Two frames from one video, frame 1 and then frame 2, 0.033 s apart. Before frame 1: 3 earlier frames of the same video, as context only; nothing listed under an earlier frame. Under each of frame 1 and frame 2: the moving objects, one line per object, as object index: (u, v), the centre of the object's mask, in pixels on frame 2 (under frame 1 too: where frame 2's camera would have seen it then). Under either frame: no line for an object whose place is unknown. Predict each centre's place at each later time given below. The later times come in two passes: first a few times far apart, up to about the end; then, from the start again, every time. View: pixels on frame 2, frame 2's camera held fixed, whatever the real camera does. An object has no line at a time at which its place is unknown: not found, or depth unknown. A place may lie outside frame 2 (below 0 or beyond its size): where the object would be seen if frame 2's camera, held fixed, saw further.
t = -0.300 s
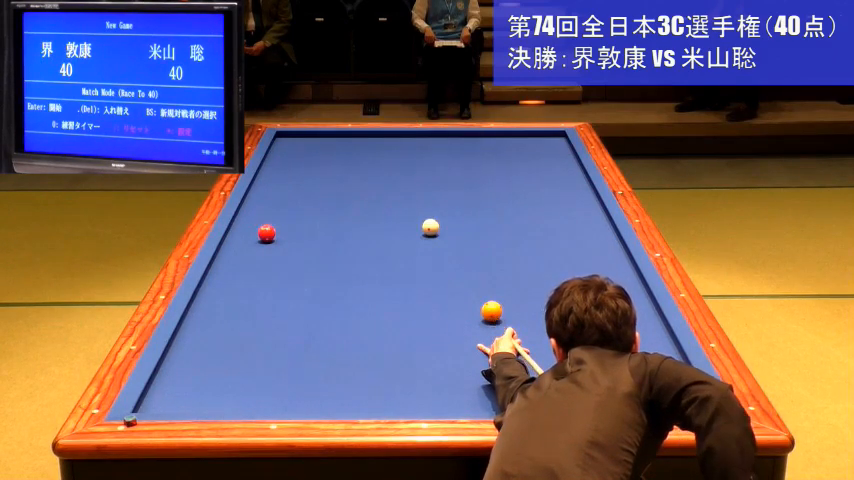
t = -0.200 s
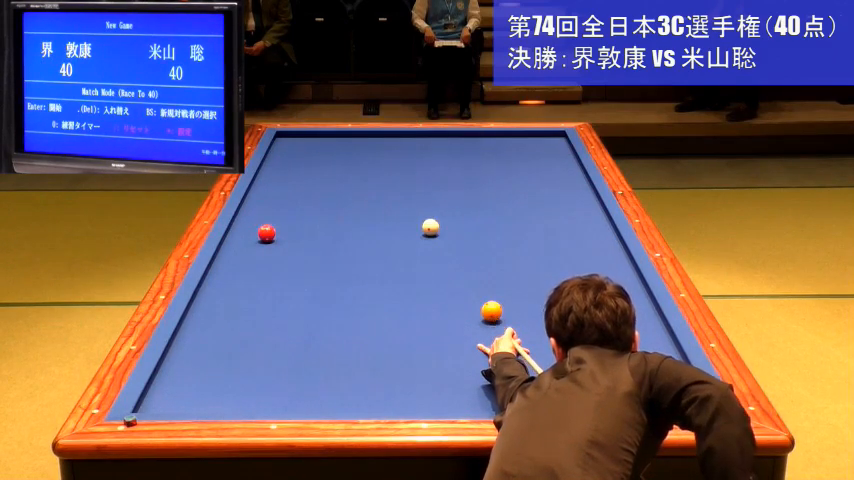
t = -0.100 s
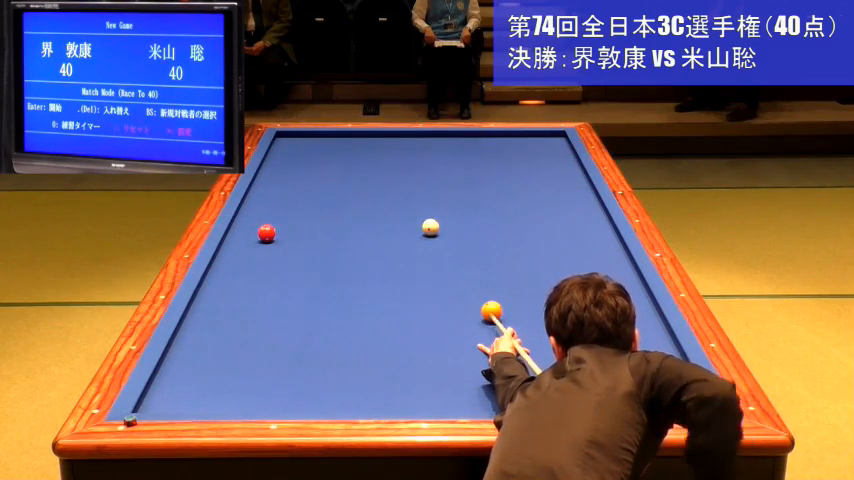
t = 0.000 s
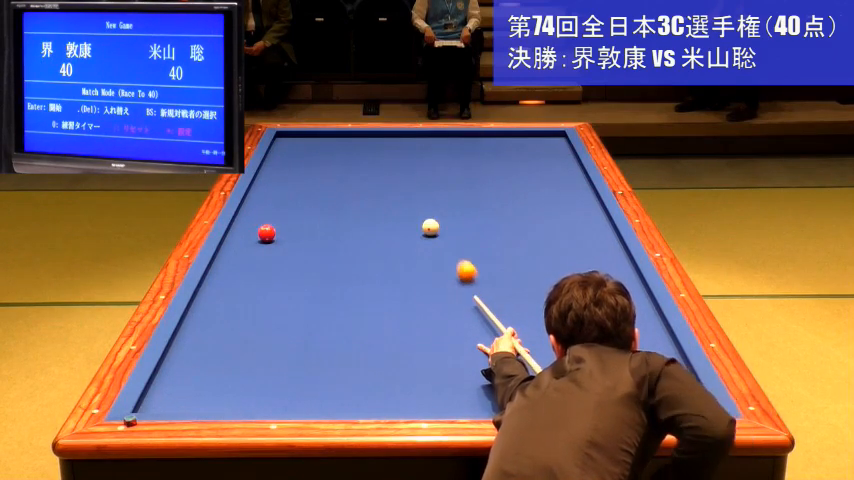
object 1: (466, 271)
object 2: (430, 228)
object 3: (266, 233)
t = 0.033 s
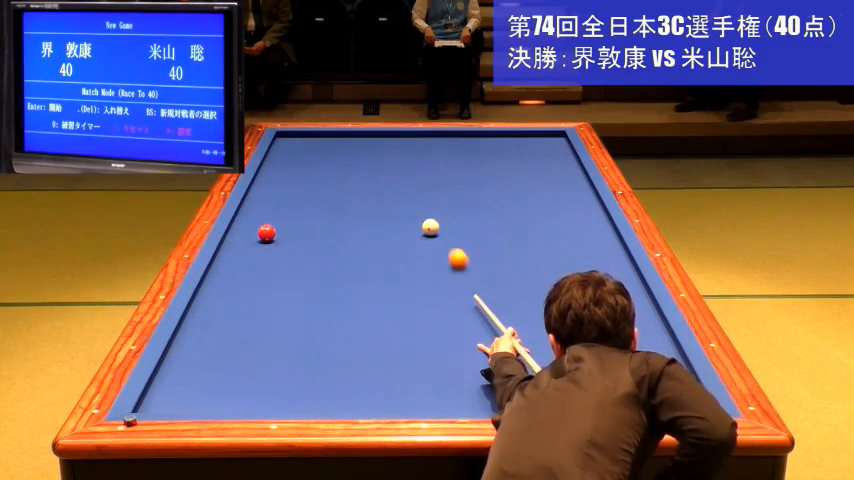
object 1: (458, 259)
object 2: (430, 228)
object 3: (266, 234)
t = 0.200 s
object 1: (461, 226)
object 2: (395, 210)
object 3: (266, 234)
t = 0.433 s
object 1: (503, 207)
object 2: (317, 172)
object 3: (266, 234)
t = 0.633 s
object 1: (528, 192)
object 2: (277, 148)
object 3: (266, 234)
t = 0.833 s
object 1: (551, 178)
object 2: (321, 134)
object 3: (266, 234)
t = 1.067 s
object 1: (574, 163)
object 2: (357, 145)
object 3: (266, 233)
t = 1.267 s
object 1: (553, 149)
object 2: (388, 154)
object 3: (266, 233)
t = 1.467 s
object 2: (419, 164)
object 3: (266, 234)
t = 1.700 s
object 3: (266, 233)
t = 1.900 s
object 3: (266, 233)
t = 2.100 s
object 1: (466, 153)
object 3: (266, 233)
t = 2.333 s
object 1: (438, 161)
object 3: (266, 233)
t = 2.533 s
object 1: (412, 168)
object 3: (266, 233)
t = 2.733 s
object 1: (387, 175)
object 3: (266, 233)
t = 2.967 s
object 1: (355, 183)
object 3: (266, 233)
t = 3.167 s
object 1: (327, 191)
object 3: (266, 233)
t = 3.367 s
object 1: (298, 199)
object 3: (266, 233)
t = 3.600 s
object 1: (263, 208)
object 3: (266, 233)
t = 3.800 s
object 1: (246, 217)
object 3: (266, 233)
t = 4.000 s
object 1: (256, 226)
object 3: (267, 234)
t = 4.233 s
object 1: (258, 231)
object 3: (277, 242)
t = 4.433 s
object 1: (259, 234)
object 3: (287, 249)
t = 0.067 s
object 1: (450, 247)
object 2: (430, 228)
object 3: (266, 234)
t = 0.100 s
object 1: (444, 237)
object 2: (429, 227)
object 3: (266, 234)
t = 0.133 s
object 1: (444, 231)
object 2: (423, 223)
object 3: (266, 233)
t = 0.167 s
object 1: (453, 228)
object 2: (408, 216)
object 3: (266, 233)
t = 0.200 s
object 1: (461, 226)
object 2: (395, 210)
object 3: (266, 234)
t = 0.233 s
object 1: (468, 223)
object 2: (382, 203)
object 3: (266, 234)
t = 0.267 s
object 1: (475, 220)
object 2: (370, 198)
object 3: (266, 234)
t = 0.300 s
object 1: (482, 218)
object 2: (358, 192)
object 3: (266, 234)
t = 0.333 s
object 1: (488, 215)
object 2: (347, 186)
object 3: (266, 234)
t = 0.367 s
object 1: (494, 212)
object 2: (336, 181)
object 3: (266, 234)
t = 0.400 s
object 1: (498, 210)
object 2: (327, 177)
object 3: (266, 234)
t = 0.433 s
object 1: (503, 207)
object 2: (317, 172)
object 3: (266, 234)
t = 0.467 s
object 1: (508, 204)
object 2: (308, 167)
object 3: (266, 234)
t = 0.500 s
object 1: (512, 202)
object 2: (299, 163)
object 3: (266, 233)
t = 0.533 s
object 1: (516, 199)
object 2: (291, 159)
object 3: (266, 233)
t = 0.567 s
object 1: (520, 197)
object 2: (283, 155)
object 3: (266, 233)
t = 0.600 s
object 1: (524, 194)
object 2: (276, 152)
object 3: (266, 234)
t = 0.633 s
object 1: (528, 192)
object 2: (277, 148)
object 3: (266, 234)
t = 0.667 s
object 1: (532, 189)
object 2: (285, 146)
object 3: (266, 234)
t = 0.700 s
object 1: (536, 187)
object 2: (294, 143)
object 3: (266, 233)
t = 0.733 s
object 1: (540, 184)
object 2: (301, 141)
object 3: (266, 234)
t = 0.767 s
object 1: (543, 182)
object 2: (308, 138)
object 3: (266, 234)
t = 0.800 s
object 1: (547, 180)
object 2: (315, 136)
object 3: (266, 234)
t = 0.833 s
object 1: (551, 178)
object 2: (321, 134)
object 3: (266, 234)
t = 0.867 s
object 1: (554, 175)
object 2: (327, 134)
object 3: (266, 234)
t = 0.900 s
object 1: (558, 173)
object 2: (332, 136)
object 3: (266, 234)
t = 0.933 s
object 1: (561, 171)
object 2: (337, 138)
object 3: (266, 233)
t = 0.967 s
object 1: (564, 169)
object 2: (342, 140)
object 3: (266, 233)
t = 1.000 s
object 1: (568, 167)
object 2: (347, 142)
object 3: (266, 233)
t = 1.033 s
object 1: (571, 165)
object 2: (352, 143)
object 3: (266, 233)
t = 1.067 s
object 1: (574, 163)
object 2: (357, 145)
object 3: (266, 233)
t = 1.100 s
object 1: (571, 161)
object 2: (362, 147)
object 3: (266, 233)
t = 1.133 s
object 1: (567, 158)
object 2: (367, 148)
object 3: (266, 233)
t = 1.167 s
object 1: (563, 156)
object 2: (372, 150)
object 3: (266, 233)
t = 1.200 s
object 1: (559, 153)
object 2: (377, 151)
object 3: (266, 233)
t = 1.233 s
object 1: (556, 151)
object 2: (382, 153)
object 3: (266, 233)
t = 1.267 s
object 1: (553, 149)
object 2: (388, 154)
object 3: (266, 233)
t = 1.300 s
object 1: (550, 147)
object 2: (393, 156)
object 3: (266, 234)
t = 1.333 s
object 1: (547, 143)
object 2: (398, 158)
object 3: (266, 233)
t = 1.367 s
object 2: (403, 159)
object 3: (266, 234)
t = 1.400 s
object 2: (408, 160)
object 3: (266, 234)
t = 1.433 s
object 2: (414, 162)
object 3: (266, 234)
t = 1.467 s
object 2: (419, 164)
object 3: (266, 234)
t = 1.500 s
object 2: (424, 165)
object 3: (266, 233)
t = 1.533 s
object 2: (430, 167)
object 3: (266, 233)
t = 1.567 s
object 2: (435, 169)
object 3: (266, 233)
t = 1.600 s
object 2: (441, 170)
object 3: (266, 233)
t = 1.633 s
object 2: (447, 172)
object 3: (266, 233)
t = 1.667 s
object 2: (452, 173)
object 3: (266, 233)
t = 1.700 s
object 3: (266, 233)
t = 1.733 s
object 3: (266, 234)
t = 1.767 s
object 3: (266, 233)
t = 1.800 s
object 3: (266, 233)
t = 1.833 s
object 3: (266, 233)
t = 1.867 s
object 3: (266, 233)
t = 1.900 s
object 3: (266, 233)
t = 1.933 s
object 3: (266, 233)
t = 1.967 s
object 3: (266, 233)
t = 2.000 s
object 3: (266, 234)
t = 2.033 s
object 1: (473, 151)
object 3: (266, 234)
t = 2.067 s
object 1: (470, 152)
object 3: (266, 233)
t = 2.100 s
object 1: (466, 153)
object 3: (266, 233)
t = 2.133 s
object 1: (462, 154)
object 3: (266, 233)
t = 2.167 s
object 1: (458, 155)
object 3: (266, 233)
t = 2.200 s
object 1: (454, 156)
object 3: (266, 233)
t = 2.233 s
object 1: (450, 158)
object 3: (266, 233)
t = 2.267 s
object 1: (446, 159)
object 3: (266, 233)
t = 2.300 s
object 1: (441, 160)
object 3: (266, 233)
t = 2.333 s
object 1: (438, 161)
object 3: (266, 233)
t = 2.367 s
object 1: (433, 162)
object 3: (266, 233)
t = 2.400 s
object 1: (429, 163)
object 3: (266, 233)
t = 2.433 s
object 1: (425, 164)
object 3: (266, 233)
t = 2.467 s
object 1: (421, 165)
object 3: (266, 233)
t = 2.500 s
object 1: (417, 167)
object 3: (266, 233)
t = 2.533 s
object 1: (412, 168)
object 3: (266, 233)
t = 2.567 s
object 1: (408, 169)
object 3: (266, 233)
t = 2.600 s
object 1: (404, 170)
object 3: (266, 233)
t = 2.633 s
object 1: (400, 171)
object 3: (266, 233)
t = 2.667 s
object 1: (395, 172)
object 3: (266, 233)
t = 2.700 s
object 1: (391, 174)
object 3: (266, 233)
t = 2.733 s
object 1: (387, 175)
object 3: (266, 233)
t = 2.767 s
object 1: (382, 176)
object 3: (266, 233)
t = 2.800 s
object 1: (378, 177)
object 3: (266, 233)
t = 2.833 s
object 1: (373, 178)
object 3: (266, 233)
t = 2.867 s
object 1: (369, 180)
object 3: (266, 233)
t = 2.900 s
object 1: (364, 181)
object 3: (266, 233)
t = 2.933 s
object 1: (360, 182)
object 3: (266, 233)
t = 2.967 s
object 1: (355, 183)
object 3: (266, 233)
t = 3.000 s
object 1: (350, 185)
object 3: (266, 233)
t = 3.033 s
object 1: (346, 186)
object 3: (266, 233)
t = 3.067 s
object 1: (341, 187)
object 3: (266, 233)
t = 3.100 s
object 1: (336, 188)
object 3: (266, 233)
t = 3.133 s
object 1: (332, 190)
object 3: (266, 233)
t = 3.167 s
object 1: (327, 191)
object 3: (266, 233)
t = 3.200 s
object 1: (322, 192)
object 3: (266, 233)
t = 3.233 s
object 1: (317, 193)
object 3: (266, 233)
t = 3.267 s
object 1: (313, 195)
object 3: (266, 233)
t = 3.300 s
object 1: (308, 196)
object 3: (266, 233)
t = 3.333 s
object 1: (303, 198)
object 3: (266, 233)
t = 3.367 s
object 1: (298, 199)
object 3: (266, 233)
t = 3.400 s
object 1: (293, 200)
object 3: (266, 233)
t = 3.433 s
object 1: (288, 201)
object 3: (266, 233)
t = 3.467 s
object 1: (283, 203)
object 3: (266, 233)
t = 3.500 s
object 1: (278, 204)
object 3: (266, 233)
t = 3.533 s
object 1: (273, 205)
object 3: (266, 233)
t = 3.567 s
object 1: (268, 207)
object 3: (266, 233)
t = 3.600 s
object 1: (263, 208)
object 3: (266, 233)
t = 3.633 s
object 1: (258, 210)
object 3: (266, 233)
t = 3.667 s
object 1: (253, 211)
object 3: (266, 233)
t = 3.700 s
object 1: (248, 212)
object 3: (266, 233)
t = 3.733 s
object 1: (243, 214)
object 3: (266, 233)
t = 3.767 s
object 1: (243, 215)
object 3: (266, 233)
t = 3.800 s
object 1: (246, 217)
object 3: (266, 233)
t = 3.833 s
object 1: (248, 219)
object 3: (266, 233)
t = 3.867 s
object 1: (250, 220)
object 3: (266, 233)
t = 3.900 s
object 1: (252, 222)
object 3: (266, 233)
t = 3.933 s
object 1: (253, 223)
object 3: (266, 233)
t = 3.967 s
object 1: (255, 225)
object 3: (266, 233)
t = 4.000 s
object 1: (256, 226)
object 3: (267, 234)
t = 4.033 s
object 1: (257, 227)
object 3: (268, 234)
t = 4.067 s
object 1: (257, 228)
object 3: (269, 236)
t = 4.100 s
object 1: (257, 229)
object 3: (271, 237)
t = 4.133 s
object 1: (258, 229)
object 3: (273, 238)
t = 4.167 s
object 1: (258, 230)
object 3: (274, 239)
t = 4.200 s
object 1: (258, 231)
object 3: (276, 240)
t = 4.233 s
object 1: (258, 231)
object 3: (277, 242)
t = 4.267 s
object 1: (258, 232)
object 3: (279, 243)
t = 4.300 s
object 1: (259, 232)
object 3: (280, 244)
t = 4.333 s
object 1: (259, 233)
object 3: (282, 245)
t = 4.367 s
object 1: (259, 233)
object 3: (284, 246)
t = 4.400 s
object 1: (259, 234)
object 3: (285, 247)
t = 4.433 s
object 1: (259, 234)
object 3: (287, 249)
